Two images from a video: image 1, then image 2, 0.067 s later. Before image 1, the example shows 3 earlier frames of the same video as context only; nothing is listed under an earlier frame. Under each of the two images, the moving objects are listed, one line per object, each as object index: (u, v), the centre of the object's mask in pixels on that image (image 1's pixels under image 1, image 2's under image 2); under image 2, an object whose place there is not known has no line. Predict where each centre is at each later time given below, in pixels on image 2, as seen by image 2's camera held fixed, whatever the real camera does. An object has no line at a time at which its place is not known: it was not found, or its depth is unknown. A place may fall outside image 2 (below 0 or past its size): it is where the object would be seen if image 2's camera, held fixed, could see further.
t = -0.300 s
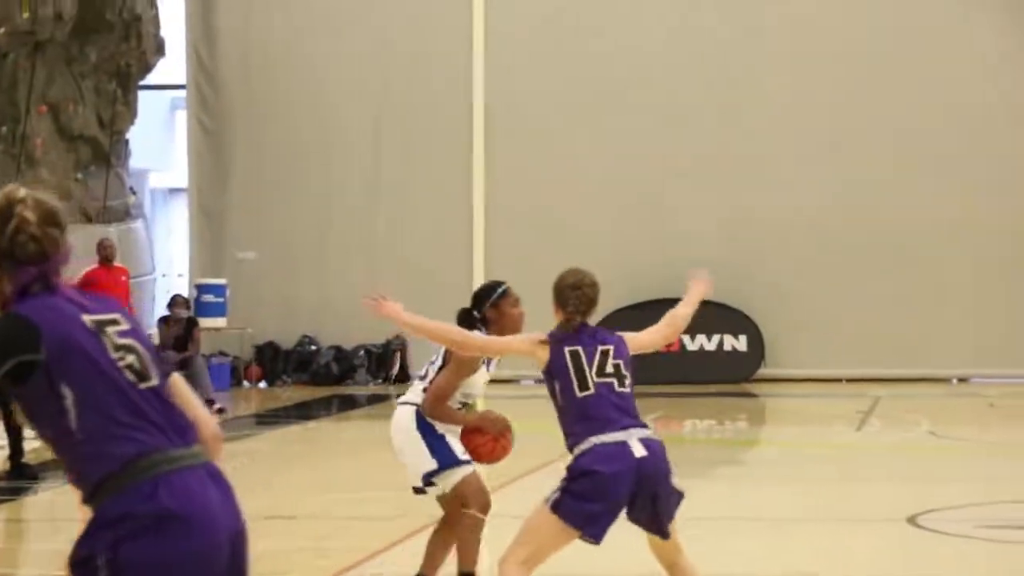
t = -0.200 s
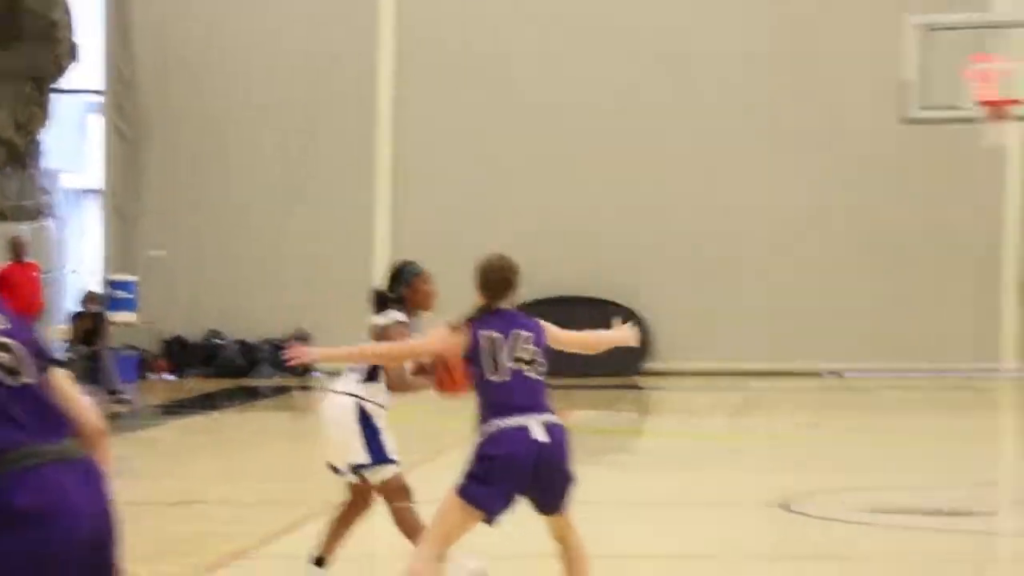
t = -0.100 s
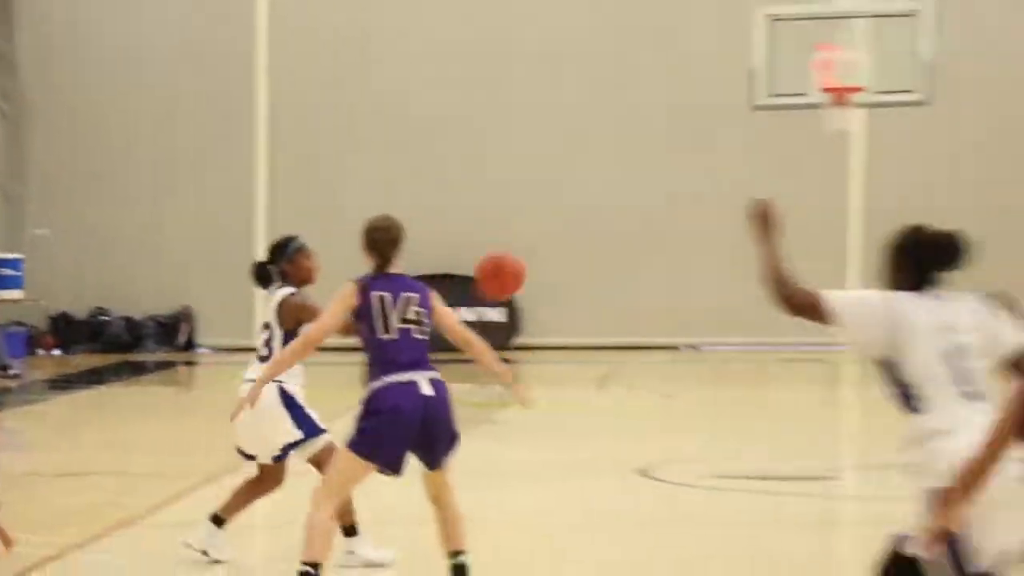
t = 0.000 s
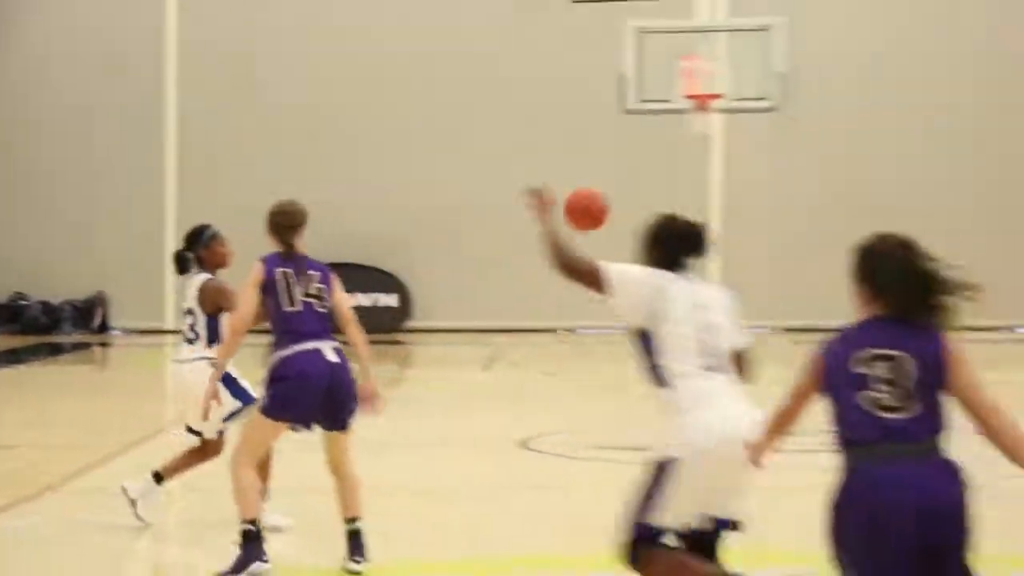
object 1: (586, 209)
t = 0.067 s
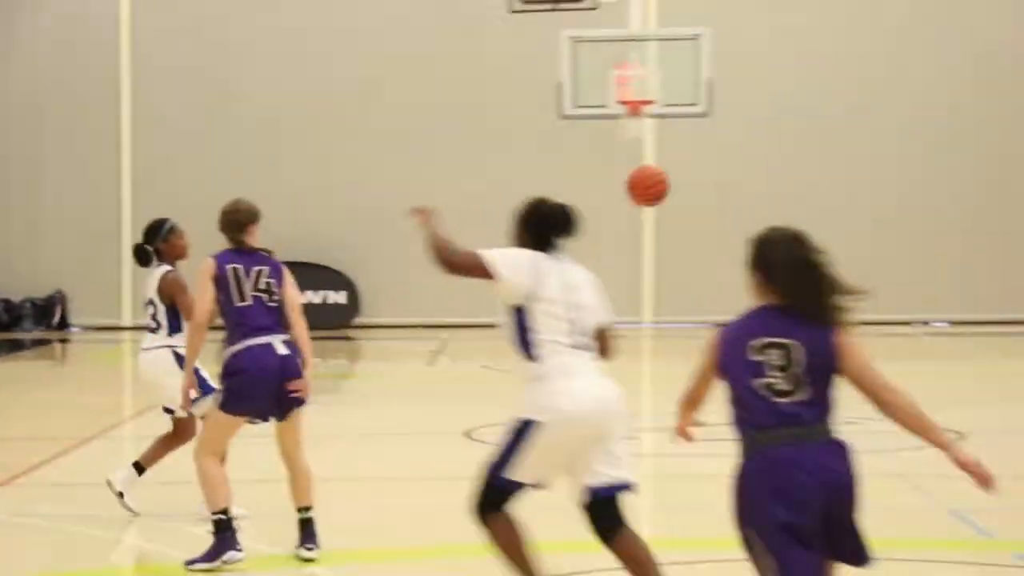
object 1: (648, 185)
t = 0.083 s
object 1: (678, 180)
